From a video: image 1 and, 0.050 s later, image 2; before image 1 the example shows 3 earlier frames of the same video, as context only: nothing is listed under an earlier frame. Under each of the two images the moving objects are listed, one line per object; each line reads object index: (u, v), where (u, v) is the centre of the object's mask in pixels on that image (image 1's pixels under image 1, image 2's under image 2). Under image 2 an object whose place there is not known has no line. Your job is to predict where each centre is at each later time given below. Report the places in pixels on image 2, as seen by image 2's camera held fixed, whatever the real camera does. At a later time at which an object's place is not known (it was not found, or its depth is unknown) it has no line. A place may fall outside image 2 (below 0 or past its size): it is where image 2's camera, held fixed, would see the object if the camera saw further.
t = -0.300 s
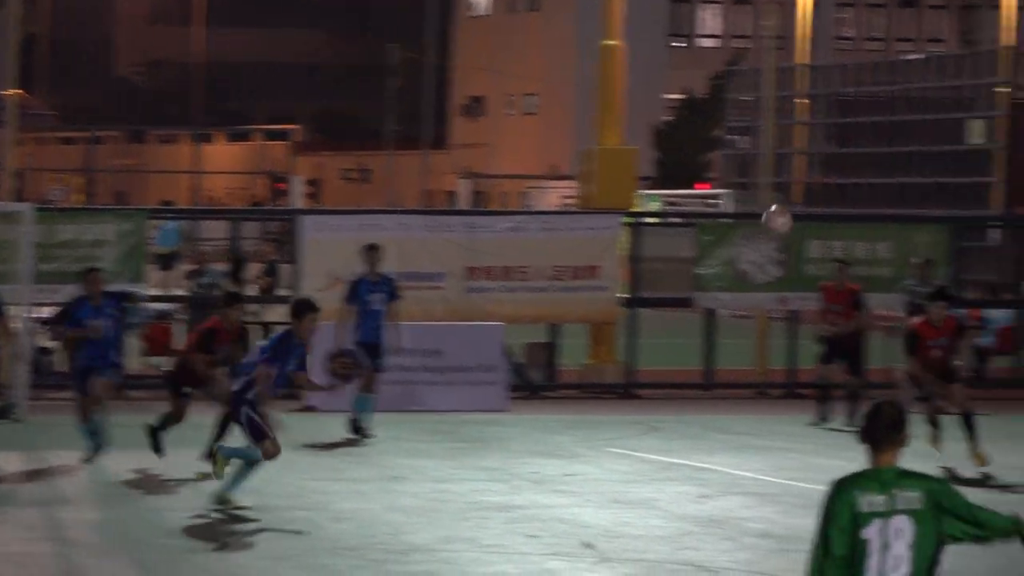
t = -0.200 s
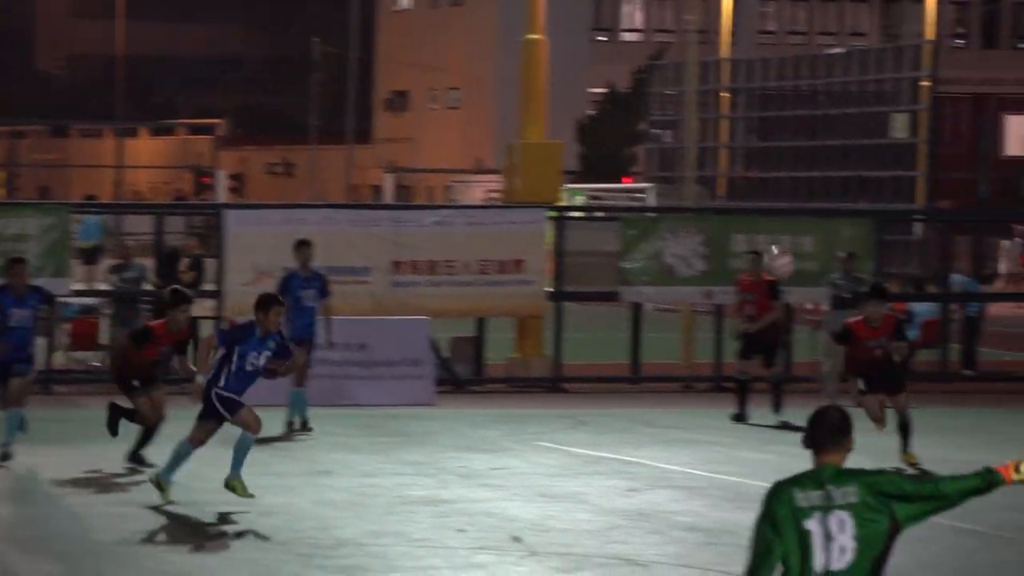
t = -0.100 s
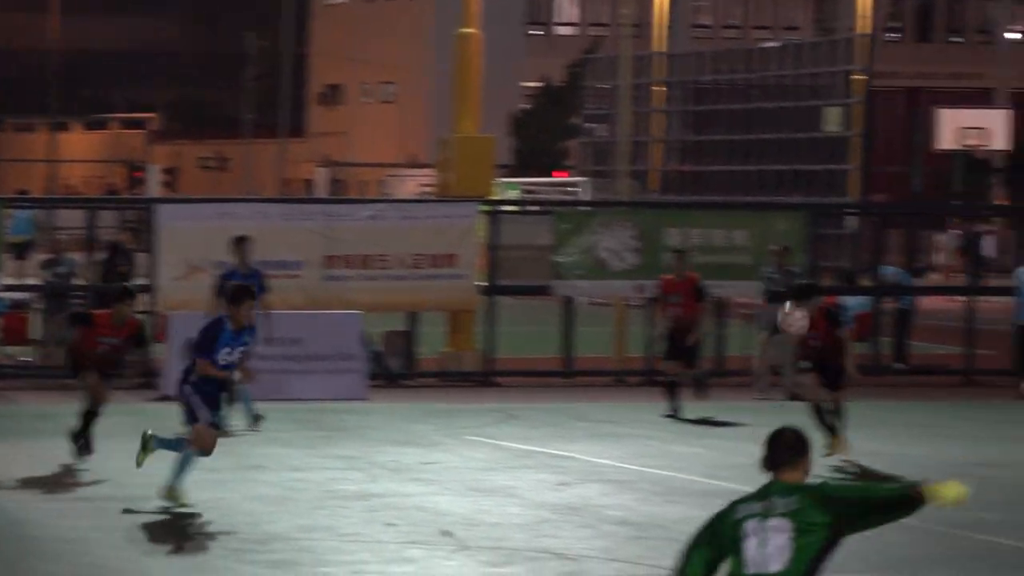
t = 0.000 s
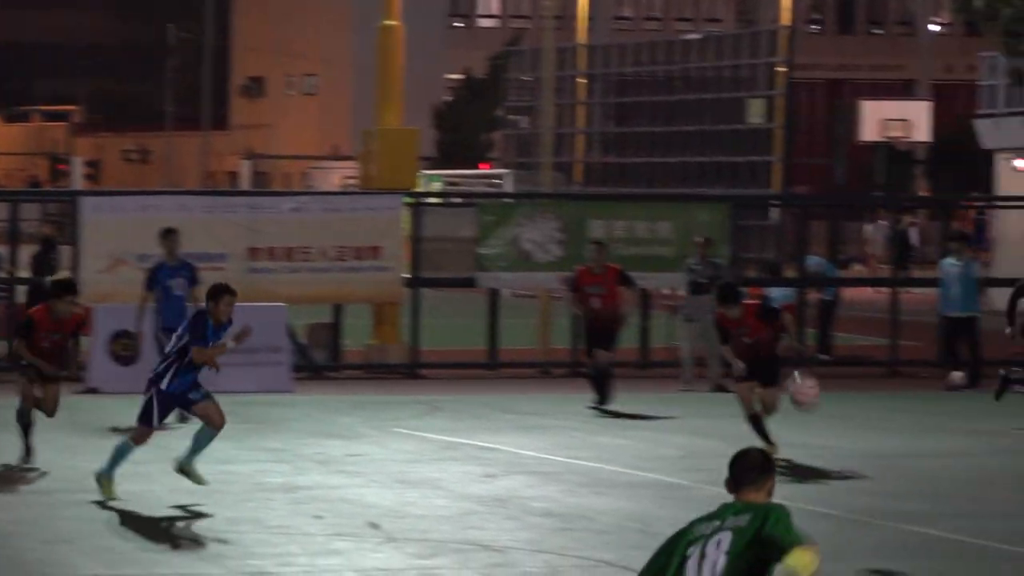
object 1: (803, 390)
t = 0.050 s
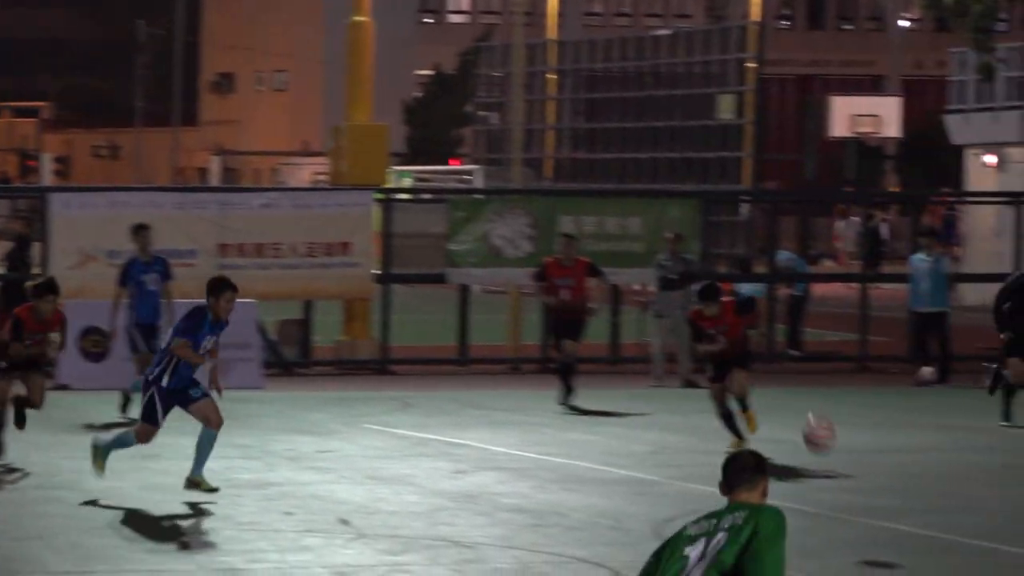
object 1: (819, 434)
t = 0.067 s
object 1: (836, 453)
